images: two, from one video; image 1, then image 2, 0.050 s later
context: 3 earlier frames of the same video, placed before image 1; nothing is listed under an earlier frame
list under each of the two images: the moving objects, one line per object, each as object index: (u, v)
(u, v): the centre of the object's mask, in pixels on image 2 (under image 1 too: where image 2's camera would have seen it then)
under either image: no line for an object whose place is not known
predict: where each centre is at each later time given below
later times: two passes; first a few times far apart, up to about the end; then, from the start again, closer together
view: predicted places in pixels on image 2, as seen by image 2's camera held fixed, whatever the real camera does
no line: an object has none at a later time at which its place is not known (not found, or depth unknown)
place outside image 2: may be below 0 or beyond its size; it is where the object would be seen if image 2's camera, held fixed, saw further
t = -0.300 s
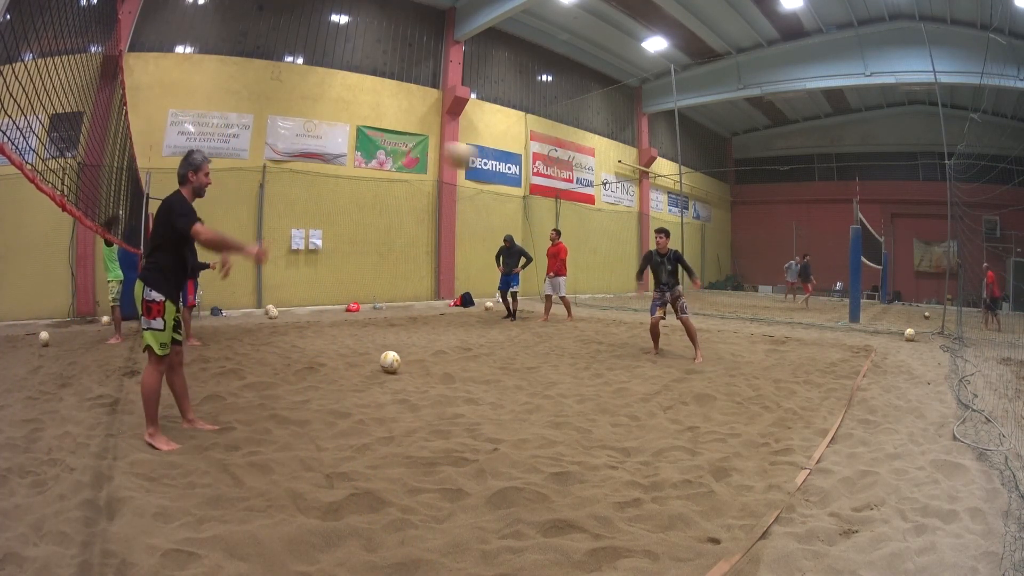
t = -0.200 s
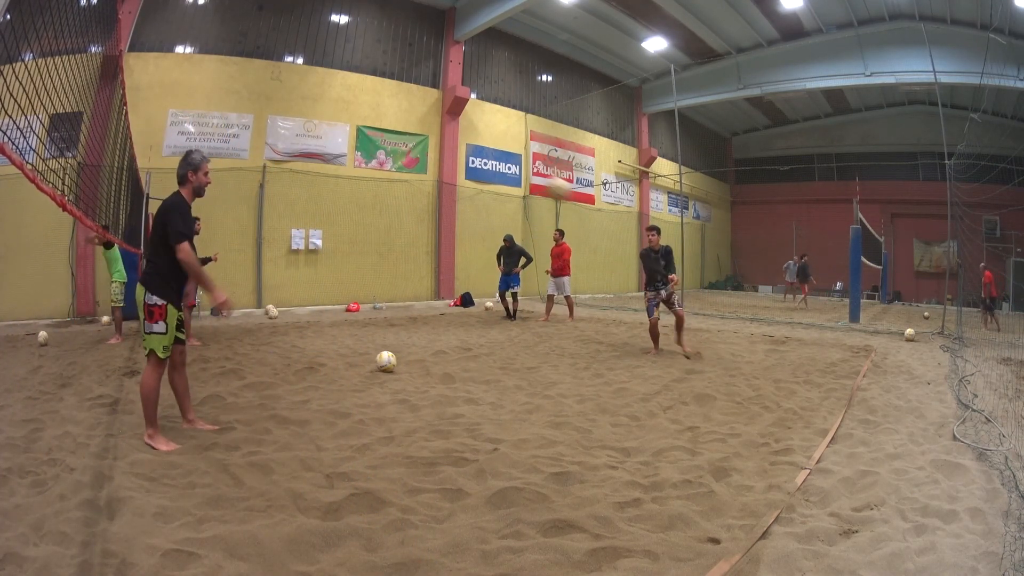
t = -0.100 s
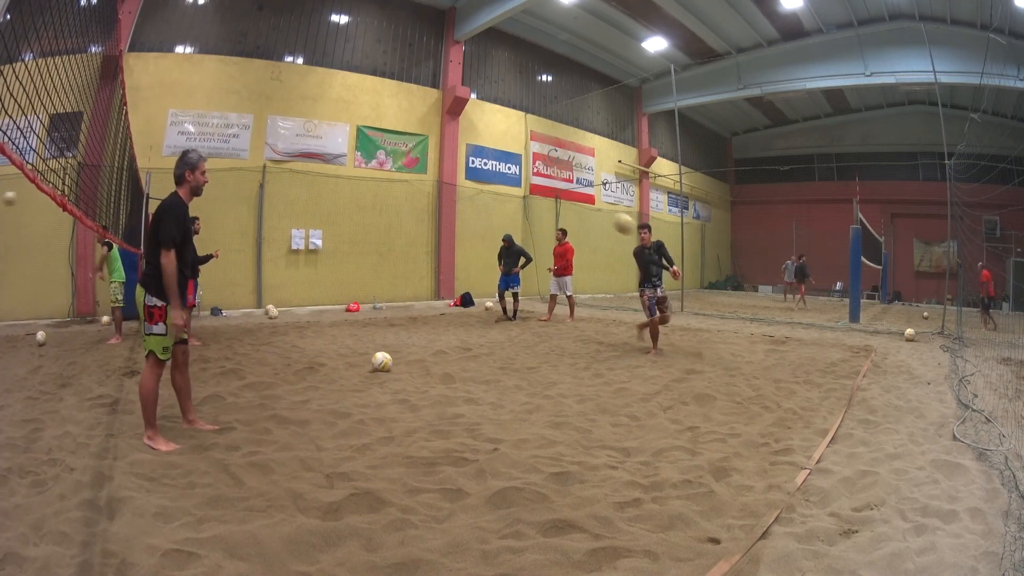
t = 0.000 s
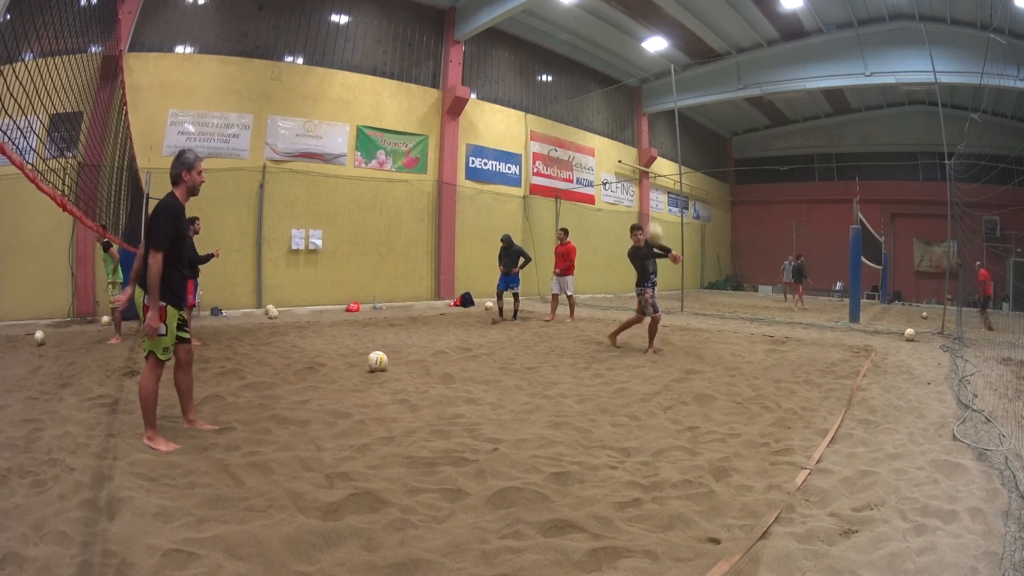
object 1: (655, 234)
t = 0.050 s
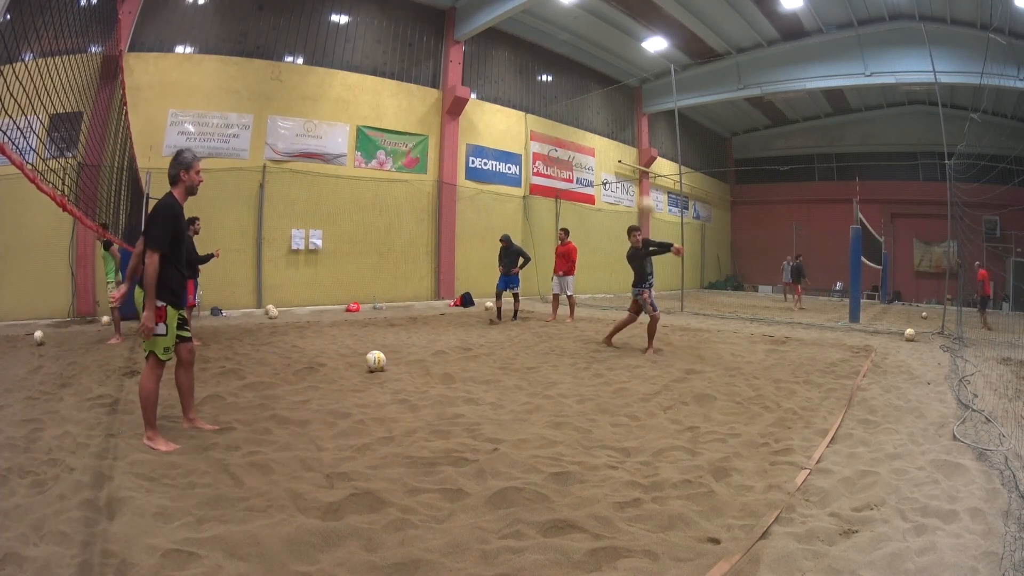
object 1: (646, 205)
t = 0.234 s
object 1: (612, 122)
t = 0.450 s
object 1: (569, 58)
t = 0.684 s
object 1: (522, 28)
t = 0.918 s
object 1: (473, 38)
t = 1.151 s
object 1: (412, 99)
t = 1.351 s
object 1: (354, 204)
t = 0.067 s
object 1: (642, 196)
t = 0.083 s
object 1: (640, 188)
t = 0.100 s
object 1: (637, 180)
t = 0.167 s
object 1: (624, 149)
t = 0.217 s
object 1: (615, 128)
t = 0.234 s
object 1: (612, 122)
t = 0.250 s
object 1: (609, 116)
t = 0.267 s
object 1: (606, 109)
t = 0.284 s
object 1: (602, 105)
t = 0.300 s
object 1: (598, 98)
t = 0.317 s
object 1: (595, 92)
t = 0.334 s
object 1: (592, 88)
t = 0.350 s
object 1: (589, 83)
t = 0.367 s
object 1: (586, 78)
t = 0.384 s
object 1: (582, 74)
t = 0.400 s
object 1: (579, 69)
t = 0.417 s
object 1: (576, 65)
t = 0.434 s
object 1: (572, 62)
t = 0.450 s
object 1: (569, 58)
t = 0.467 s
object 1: (566, 54)
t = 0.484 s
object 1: (563, 51)
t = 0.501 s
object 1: (559, 48)
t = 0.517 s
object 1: (556, 45)
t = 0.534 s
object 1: (553, 43)
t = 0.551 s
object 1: (549, 40)
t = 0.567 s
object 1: (546, 38)
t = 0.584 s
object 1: (542, 36)
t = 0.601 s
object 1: (539, 34)
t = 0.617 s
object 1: (536, 33)
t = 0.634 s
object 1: (533, 31)
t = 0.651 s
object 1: (529, 30)
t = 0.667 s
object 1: (526, 29)
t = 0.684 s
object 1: (522, 28)
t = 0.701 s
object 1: (519, 27)
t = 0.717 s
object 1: (516, 27)
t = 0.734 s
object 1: (512, 27)
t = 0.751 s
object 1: (509, 26)
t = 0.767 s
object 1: (505, 27)
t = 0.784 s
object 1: (502, 27)
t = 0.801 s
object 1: (498, 28)
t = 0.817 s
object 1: (494, 29)
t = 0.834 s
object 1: (491, 30)
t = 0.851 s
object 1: (488, 31)
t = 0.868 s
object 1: (484, 32)
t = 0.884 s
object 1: (480, 34)
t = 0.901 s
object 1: (476, 36)
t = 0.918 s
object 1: (473, 38)
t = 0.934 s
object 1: (469, 40)
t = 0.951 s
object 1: (464, 43)
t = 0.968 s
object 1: (460, 45)
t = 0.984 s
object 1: (456, 48)
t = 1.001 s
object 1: (452, 52)
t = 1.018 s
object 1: (447, 56)
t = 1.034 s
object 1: (443, 60)
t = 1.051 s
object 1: (439, 65)
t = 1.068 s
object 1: (435, 70)
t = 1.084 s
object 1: (431, 75)
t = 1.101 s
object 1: (427, 79)
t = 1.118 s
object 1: (422, 85)
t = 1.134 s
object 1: (418, 90)
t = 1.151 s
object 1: (412, 99)
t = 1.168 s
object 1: (408, 105)
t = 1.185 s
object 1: (403, 112)
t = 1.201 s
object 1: (399, 118)
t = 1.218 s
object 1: (394, 127)
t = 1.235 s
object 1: (388, 136)
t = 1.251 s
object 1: (383, 142)
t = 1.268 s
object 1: (379, 151)
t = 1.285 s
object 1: (375, 160)
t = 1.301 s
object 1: (369, 171)
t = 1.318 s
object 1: (364, 183)
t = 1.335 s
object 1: (358, 193)
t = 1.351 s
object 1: (354, 204)
